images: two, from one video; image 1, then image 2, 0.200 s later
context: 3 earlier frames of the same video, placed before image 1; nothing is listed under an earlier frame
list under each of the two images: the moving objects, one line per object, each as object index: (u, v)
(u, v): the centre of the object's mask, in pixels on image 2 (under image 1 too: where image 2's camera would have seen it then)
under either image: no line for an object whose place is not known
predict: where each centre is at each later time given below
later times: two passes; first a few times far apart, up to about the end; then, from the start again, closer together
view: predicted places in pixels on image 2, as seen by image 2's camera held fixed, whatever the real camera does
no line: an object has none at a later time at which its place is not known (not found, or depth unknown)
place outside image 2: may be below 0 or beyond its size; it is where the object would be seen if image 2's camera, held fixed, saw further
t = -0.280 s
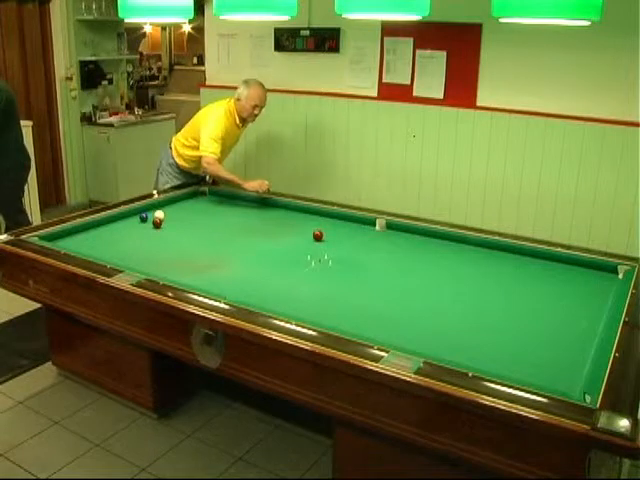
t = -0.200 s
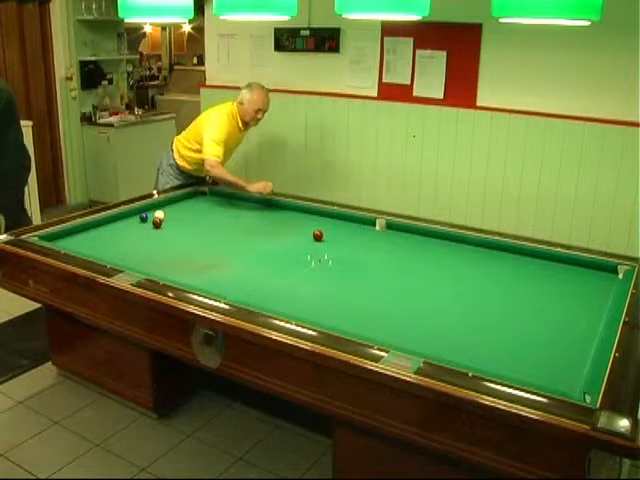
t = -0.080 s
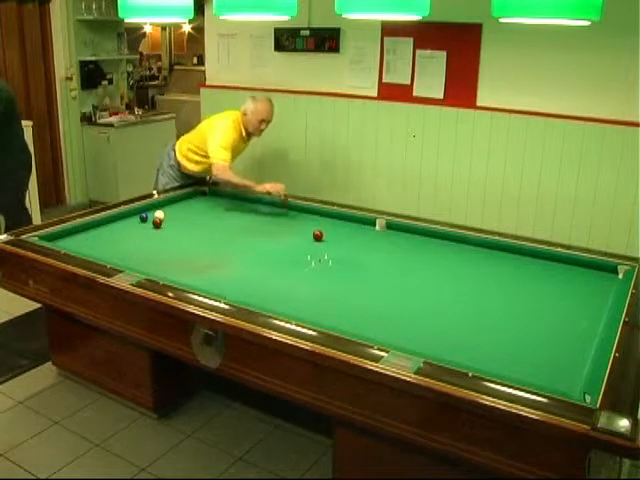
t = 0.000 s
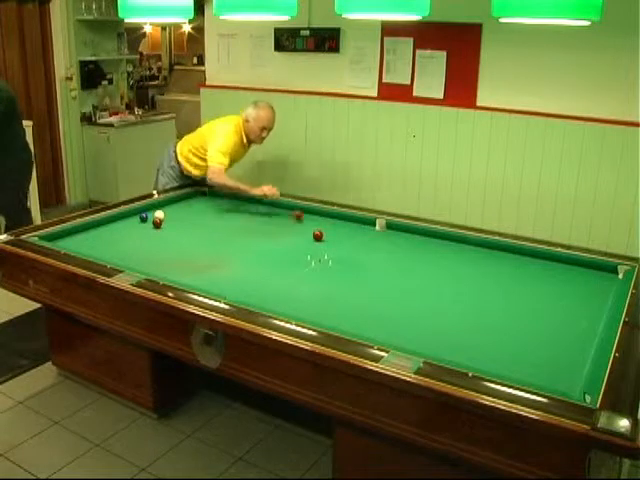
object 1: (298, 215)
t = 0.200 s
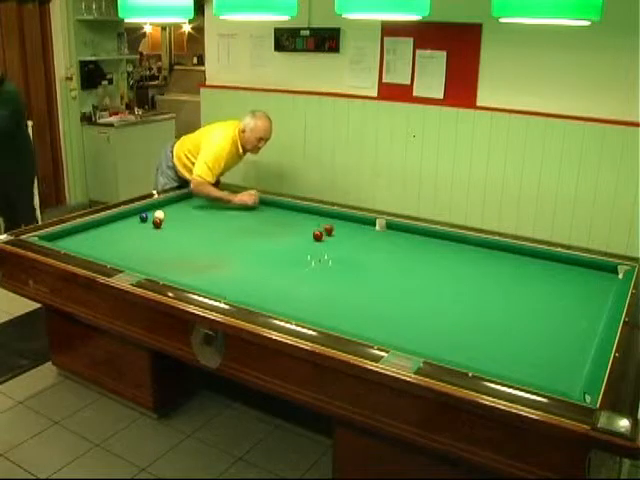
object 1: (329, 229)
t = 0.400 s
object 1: (357, 241)
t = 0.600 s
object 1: (390, 257)
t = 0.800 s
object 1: (425, 273)
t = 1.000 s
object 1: (465, 291)
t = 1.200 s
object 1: (510, 311)
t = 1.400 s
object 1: (562, 334)
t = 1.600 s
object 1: (568, 345)
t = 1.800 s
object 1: (526, 343)
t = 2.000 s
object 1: (484, 341)
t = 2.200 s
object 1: (442, 338)
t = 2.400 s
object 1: (401, 335)
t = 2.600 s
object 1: (362, 329)
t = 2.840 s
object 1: (326, 321)
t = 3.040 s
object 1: (305, 312)
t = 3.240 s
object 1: (287, 305)
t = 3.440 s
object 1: (270, 297)
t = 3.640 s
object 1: (254, 289)
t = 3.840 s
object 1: (241, 282)
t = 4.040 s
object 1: (228, 275)
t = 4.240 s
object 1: (215, 268)
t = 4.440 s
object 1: (204, 263)
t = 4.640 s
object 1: (193, 257)
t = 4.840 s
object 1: (184, 251)
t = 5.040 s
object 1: (175, 247)
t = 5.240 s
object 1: (166, 242)
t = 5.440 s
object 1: (159, 238)
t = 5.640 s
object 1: (151, 234)
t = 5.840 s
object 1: (145, 230)
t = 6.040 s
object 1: (138, 227)
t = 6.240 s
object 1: (132, 224)
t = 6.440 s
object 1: (127, 220)
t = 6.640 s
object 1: (122, 217)
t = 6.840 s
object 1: (127, 217)
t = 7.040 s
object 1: (133, 218)
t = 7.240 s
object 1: (136, 218)
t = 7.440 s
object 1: (137, 218)
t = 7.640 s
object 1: (139, 219)
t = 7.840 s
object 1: (140, 219)
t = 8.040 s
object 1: (141, 219)
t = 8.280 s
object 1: (142, 219)
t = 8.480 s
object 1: (142, 219)
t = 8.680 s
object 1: (143, 219)
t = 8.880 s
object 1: (143, 219)
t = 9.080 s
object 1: (143, 219)
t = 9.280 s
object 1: (143, 219)
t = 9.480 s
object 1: (143, 219)
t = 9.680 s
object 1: (143, 219)
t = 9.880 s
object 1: (143, 219)
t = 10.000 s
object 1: (144, 219)
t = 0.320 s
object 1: (346, 237)
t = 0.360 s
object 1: (352, 239)
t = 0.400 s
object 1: (357, 241)
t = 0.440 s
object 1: (364, 246)
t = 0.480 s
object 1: (370, 248)
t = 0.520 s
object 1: (376, 251)
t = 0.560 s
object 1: (383, 254)
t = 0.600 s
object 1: (390, 257)
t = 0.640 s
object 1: (397, 261)
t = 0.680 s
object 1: (403, 264)
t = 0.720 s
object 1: (410, 267)
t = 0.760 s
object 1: (418, 270)
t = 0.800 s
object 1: (425, 273)
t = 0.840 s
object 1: (433, 276)
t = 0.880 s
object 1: (440, 280)
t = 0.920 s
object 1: (449, 284)
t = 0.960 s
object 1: (457, 287)
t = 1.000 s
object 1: (465, 291)
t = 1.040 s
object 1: (474, 295)
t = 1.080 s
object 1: (482, 298)
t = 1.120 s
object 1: (492, 303)
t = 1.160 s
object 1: (501, 307)
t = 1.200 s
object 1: (510, 311)
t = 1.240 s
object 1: (520, 316)
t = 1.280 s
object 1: (530, 320)
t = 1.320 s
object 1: (540, 326)
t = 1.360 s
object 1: (551, 329)
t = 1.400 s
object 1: (562, 334)
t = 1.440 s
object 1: (572, 338)
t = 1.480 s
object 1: (584, 344)
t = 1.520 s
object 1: (588, 347)
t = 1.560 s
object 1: (578, 345)
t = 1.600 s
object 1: (568, 345)
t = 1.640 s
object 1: (559, 345)
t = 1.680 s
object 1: (550, 344)
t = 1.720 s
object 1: (542, 344)
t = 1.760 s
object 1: (534, 344)
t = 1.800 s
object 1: (526, 343)
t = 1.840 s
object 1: (517, 343)
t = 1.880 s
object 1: (509, 343)
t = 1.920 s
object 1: (500, 342)
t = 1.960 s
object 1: (492, 341)
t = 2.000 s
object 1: (484, 341)
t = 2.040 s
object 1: (475, 340)
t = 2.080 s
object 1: (467, 340)
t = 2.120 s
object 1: (459, 339)
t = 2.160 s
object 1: (450, 338)
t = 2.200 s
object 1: (442, 338)
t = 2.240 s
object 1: (434, 338)
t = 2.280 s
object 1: (426, 337)
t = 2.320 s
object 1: (418, 336)
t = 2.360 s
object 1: (410, 336)
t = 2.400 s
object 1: (401, 335)
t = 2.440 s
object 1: (393, 334)
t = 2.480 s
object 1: (385, 333)
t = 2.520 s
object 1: (377, 332)
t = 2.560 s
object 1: (370, 331)
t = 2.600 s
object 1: (362, 329)
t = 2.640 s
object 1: (354, 328)
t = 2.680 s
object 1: (347, 327)
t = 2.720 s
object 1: (339, 326)
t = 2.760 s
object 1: (335, 325)
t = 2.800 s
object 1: (329, 323)
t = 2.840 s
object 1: (326, 321)
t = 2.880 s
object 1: (321, 319)
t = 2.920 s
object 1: (317, 317)
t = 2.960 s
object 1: (313, 316)
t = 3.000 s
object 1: (309, 314)
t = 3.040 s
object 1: (305, 312)
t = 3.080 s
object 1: (301, 311)
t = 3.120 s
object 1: (297, 310)
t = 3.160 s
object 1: (294, 309)
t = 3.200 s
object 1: (290, 307)
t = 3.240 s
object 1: (287, 305)
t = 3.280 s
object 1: (283, 303)
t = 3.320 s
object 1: (280, 302)
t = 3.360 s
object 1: (277, 300)
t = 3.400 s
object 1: (273, 299)
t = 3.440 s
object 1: (270, 297)
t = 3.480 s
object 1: (267, 296)
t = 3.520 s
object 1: (264, 295)
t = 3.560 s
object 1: (261, 292)
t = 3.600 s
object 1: (258, 291)
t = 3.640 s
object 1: (254, 289)
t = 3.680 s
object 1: (252, 287)
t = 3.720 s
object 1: (248, 286)
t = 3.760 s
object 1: (246, 285)
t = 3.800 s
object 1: (243, 283)
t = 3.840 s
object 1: (241, 282)
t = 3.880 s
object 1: (238, 280)
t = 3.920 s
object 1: (235, 279)
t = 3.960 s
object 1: (232, 277)
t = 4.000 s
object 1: (230, 276)
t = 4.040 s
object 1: (228, 275)
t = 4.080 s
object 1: (225, 273)
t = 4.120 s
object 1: (223, 272)
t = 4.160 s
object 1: (220, 271)
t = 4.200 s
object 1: (218, 269)
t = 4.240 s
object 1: (215, 268)
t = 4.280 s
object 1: (213, 267)
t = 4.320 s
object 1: (210, 266)
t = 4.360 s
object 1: (208, 265)
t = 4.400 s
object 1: (206, 263)
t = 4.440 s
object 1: (204, 263)
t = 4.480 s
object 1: (202, 261)
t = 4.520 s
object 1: (200, 261)
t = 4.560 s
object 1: (198, 260)
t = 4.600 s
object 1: (196, 258)
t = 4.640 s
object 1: (193, 257)
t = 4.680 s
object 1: (192, 256)
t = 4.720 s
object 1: (190, 255)
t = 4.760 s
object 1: (188, 254)
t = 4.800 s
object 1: (186, 253)
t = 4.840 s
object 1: (184, 251)
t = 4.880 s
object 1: (182, 250)
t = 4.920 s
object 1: (180, 249)
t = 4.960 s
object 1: (179, 248)
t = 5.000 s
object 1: (177, 248)
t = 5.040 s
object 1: (175, 247)
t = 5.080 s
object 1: (173, 246)
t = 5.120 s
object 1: (172, 245)
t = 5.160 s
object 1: (170, 244)
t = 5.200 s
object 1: (168, 243)
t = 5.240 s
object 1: (166, 242)
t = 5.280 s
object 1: (165, 241)
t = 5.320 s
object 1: (164, 240)
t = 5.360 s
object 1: (162, 239)
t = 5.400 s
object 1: (160, 239)
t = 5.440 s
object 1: (159, 238)
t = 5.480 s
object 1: (157, 237)
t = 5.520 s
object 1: (156, 237)
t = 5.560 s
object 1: (154, 236)
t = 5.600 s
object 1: (153, 235)
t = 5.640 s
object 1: (151, 234)
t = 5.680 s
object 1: (150, 233)
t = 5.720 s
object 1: (149, 232)
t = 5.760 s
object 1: (148, 231)
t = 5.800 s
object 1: (146, 231)
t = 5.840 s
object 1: (145, 230)
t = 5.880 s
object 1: (143, 229)
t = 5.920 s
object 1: (142, 229)
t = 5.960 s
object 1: (141, 228)
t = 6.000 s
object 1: (139, 228)
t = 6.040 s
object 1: (138, 227)
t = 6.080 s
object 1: (137, 226)
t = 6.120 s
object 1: (136, 225)
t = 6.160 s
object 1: (135, 225)
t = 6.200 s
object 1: (134, 224)
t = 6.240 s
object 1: (132, 224)
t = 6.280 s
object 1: (132, 223)
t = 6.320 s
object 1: (131, 222)
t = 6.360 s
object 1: (130, 222)
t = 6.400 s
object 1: (127, 220)
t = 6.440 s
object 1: (127, 220)
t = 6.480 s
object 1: (125, 219)
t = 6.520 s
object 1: (124, 219)
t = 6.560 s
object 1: (123, 219)
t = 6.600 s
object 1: (123, 218)
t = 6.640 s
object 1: (122, 217)
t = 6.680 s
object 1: (123, 217)
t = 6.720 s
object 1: (123, 217)
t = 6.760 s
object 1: (124, 217)
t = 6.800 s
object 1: (124, 217)
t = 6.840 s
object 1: (127, 217)
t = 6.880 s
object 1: (129, 217)
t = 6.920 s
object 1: (129, 217)
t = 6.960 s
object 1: (131, 218)
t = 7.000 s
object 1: (132, 218)
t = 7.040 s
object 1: (133, 218)
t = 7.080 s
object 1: (134, 218)
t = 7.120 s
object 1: (134, 217)
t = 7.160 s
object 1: (135, 218)
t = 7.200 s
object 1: (135, 218)
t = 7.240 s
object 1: (136, 218)
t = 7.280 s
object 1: (136, 218)
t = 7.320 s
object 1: (136, 218)
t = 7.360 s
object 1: (136, 218)
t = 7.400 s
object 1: (137, 218)
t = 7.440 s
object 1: (137, 218)
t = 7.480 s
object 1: (138, 218)
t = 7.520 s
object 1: (138, 218)
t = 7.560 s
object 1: (139, 218)
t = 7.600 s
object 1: (139, 218)
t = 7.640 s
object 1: (139, 219)
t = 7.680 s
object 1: (139, 219)
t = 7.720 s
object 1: (140, 219)
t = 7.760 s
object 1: (140, 219)
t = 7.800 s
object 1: (140, 219)
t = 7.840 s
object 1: (140, 219)
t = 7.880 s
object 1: (140, 219)
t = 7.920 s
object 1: (141, 219)
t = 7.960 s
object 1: (141, 219)
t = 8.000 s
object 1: (141, 219)
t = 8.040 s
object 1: (141, 219)
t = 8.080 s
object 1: (141, 219)
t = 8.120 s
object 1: (141, 219)
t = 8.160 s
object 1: (142, 219)
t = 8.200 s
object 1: (142, 219)
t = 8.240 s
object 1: (142, 219)
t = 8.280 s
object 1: (142, 219)
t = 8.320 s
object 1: (142, 219)
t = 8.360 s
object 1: (142, 219)
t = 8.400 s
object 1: (142, 219)
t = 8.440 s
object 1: (142, 219)
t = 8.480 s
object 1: (142, 219)
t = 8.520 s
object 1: (142, 219)
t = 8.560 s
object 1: (142, 219)
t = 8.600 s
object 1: (142, 219)
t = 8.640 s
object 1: (143, 219)
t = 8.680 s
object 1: (143, 219)
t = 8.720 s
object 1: (143, 219)
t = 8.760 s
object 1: (143, 219)
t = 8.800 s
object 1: (143, 219)
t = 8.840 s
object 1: (143, 219)
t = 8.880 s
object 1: (143, 219)
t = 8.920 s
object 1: (143, 219)
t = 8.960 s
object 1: (143, 219)
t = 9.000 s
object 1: (143, 219)
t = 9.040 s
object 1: (143, 219)
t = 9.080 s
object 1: (143, 219)
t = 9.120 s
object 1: (143, 219)
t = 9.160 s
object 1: (143, 219)
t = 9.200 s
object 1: (143, 219)
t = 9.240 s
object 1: (143, 219)
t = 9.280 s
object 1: (143, 219)
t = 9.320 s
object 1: (143, 219)
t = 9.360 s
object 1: (143, 219)
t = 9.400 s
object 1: (143, 219)
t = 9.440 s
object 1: (143, 219)
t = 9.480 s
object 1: (143, 219)
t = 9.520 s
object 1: (143, 219)
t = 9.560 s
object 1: (143, 219)
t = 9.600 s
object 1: (143, 219)
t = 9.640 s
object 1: (143, 219)
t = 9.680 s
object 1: (143, 219)
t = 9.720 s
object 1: (143, 219)
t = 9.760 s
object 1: (143, 219)
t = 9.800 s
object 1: (143, 219)
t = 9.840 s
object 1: (143, 219)
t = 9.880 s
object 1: (143, 219)
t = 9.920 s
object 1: (144, 219)
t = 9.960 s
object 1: (144, 219)
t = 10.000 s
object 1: (144, 219)
